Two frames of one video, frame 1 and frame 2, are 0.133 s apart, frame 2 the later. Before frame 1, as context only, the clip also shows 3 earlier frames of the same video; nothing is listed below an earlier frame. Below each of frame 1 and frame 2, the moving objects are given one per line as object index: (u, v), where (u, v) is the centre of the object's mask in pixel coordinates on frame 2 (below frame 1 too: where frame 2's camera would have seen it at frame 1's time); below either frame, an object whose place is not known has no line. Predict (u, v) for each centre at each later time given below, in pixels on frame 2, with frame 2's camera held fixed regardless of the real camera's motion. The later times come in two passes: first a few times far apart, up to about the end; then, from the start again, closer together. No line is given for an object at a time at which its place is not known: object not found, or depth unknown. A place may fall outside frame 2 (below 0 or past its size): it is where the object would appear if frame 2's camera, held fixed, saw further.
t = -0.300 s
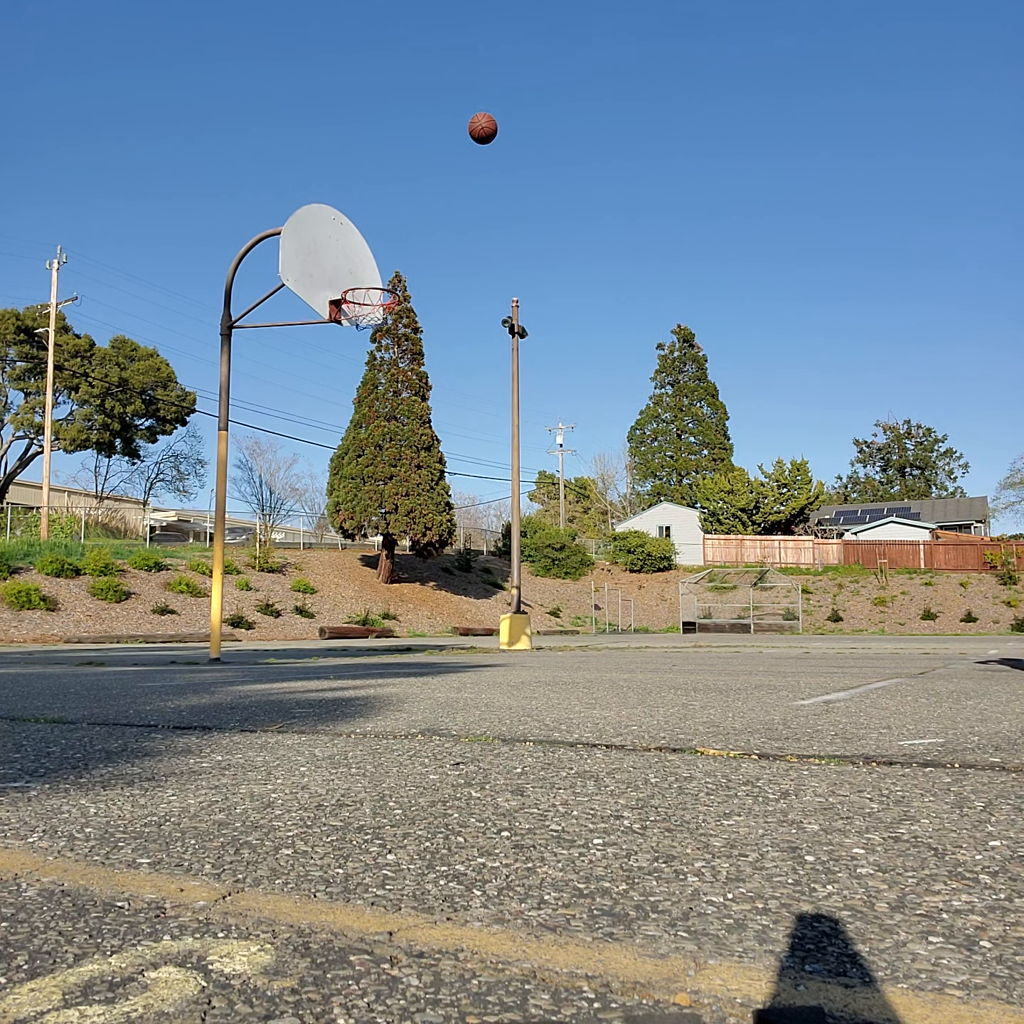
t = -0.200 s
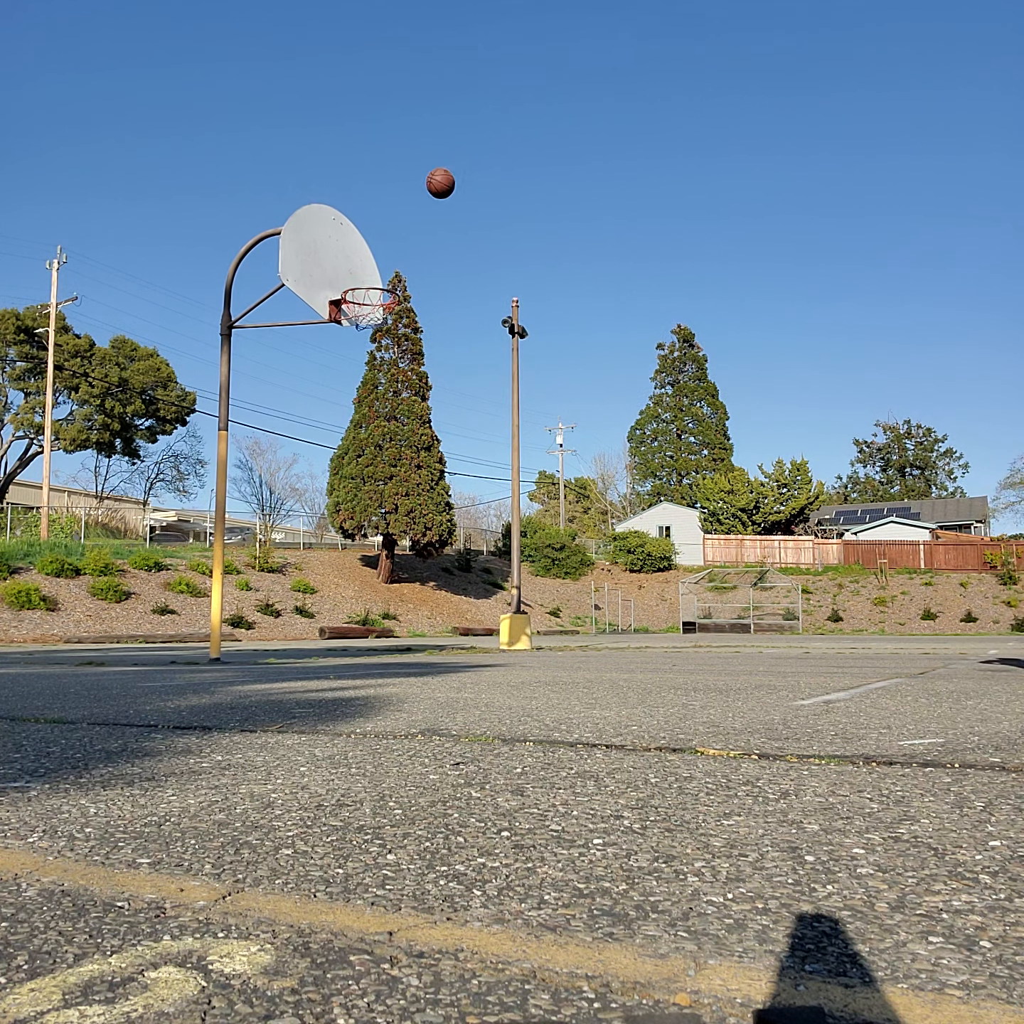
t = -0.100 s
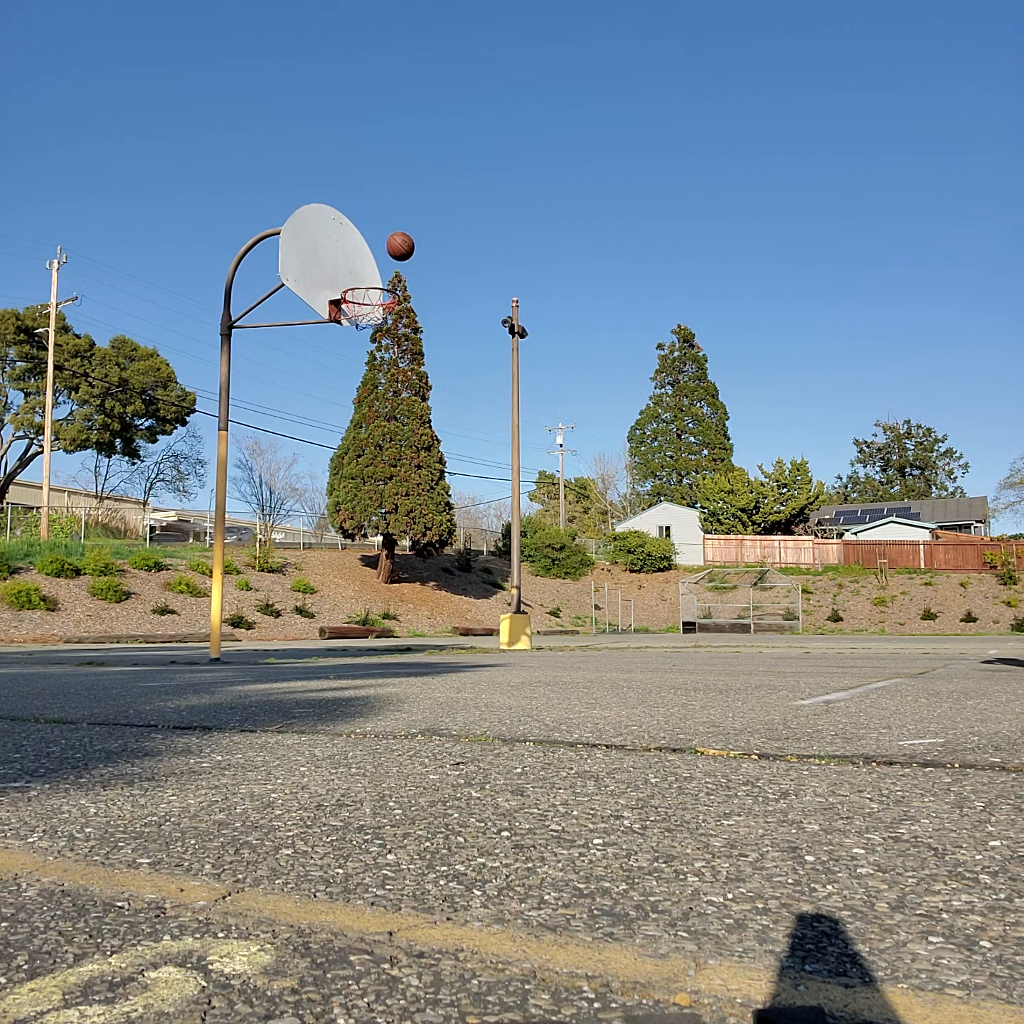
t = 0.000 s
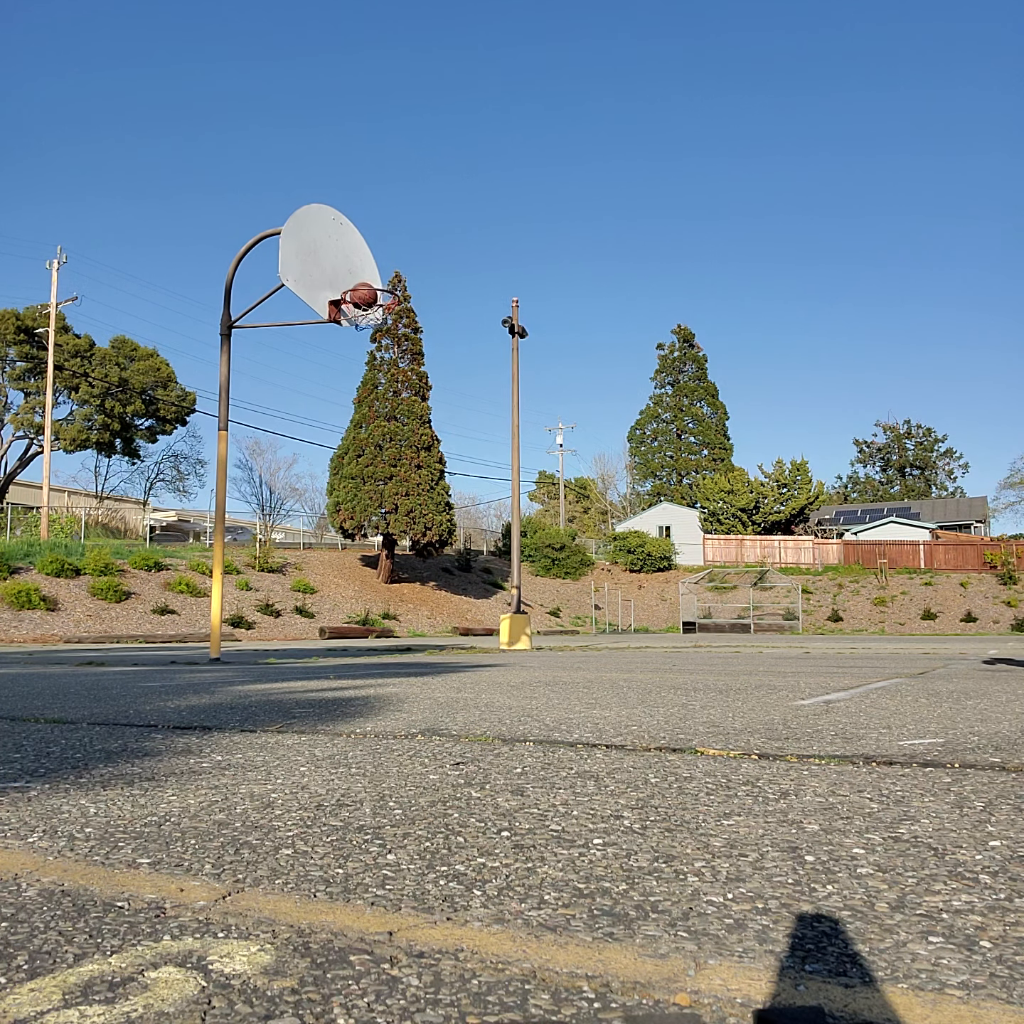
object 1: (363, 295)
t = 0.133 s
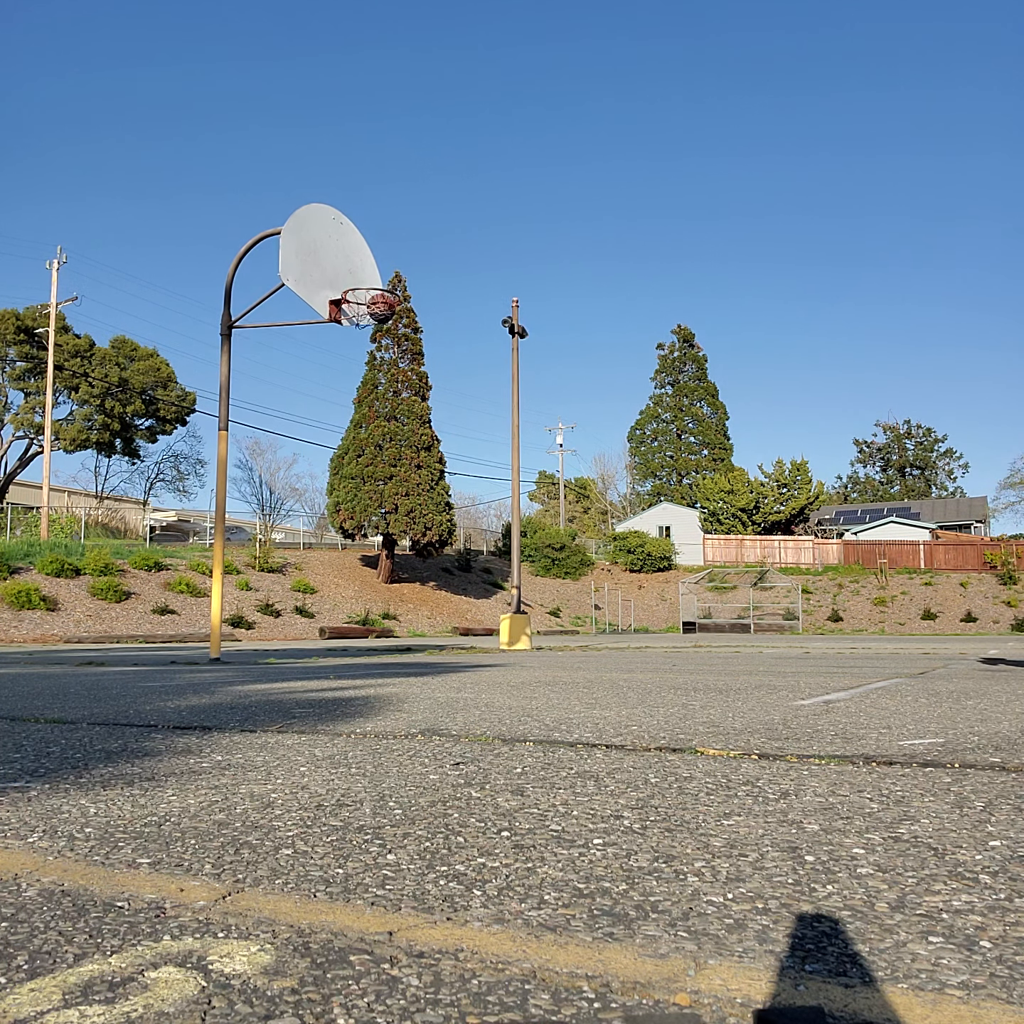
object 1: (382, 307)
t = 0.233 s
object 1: (374, 322)
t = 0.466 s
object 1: (352, 378)
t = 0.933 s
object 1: (305, 608)
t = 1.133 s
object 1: (289, 487)
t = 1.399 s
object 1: (266, 404)
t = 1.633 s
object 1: (243, 408)
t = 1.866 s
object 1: (216, 496)
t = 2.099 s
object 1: (184, 638)
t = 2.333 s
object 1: (157, 503)
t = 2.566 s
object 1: (125, 454)
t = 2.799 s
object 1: (89, 498)
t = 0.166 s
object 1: (380, 316)
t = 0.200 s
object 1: (377, 319)
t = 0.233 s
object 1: (374, 322)
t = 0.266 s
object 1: (372, 326)
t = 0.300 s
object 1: (368, 332)
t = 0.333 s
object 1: (365, 338)
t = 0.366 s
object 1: (362, 346)
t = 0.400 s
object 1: (359, 355)
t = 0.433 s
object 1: (355, 366)
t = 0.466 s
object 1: (352, 378)
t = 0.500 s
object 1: (349, 392)
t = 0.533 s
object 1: (346, 407)
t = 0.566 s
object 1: (342, 423)
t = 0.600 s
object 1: (339, 442)
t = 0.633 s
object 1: (335, 461)
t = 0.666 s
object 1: (331, 482)
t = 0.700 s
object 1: (327, 505)
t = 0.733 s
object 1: (324, 530)
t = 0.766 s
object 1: (321, 556)
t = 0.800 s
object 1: (317, 584)
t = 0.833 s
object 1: (313, 614)
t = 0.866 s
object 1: (309, 646)
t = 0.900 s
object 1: (307, 633)
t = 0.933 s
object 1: (305, 608)
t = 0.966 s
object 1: (303, 584)
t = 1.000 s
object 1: (300, 563)
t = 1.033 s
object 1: (297, 541)
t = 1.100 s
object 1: (293, 503)
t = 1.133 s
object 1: (289, 487)
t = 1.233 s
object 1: (281, 445)
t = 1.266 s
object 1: (279, 434)
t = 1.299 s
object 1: (276, 424)
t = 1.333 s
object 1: (273, 416)
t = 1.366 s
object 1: (269, 409)
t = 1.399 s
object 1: (266, 404)
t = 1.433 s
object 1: (263, 400)
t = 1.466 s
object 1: (260, 397)
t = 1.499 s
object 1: (257, 396)
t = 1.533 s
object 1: (253, 397)
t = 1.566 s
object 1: (250, 399)
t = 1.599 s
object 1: (246, 403)
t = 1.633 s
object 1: (243, 408)
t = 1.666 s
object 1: (240, 416)
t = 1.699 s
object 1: (235, 424)
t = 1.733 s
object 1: (231, 435)
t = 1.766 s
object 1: (228, 448)
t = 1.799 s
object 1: (224, 462)
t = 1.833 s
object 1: (220, 478)
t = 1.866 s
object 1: (216, 496)
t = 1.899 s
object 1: (211, 516)
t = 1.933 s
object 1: (207, 538)
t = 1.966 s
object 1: (202, 562)
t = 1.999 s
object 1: (197, 588)
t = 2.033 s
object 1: (193, 616)
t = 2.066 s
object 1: (188, 647)
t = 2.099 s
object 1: (184, 638)
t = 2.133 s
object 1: (180, 613)
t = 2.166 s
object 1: (176, 591)
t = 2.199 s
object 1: (173, 570)
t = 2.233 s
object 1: (169, 550)
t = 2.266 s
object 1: (165, 533)
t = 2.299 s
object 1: (161, 517)
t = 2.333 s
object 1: (157, 503)
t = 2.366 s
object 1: (153, 491)
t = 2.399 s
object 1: (148, 480)
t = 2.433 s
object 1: (144, 471)
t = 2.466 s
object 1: (139, 465)
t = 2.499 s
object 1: (134, 459)
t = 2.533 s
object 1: (130, 455)
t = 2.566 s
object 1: (125, 454)
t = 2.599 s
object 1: (120, 454)
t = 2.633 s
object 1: (116, 457)
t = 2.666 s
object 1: (110, 461)
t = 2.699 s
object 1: (105, 467)
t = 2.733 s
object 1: (100, 475)
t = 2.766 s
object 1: (94, 485)
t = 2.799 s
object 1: (89, 498)
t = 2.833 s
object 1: (83, 513)
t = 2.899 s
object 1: (71, 549)
